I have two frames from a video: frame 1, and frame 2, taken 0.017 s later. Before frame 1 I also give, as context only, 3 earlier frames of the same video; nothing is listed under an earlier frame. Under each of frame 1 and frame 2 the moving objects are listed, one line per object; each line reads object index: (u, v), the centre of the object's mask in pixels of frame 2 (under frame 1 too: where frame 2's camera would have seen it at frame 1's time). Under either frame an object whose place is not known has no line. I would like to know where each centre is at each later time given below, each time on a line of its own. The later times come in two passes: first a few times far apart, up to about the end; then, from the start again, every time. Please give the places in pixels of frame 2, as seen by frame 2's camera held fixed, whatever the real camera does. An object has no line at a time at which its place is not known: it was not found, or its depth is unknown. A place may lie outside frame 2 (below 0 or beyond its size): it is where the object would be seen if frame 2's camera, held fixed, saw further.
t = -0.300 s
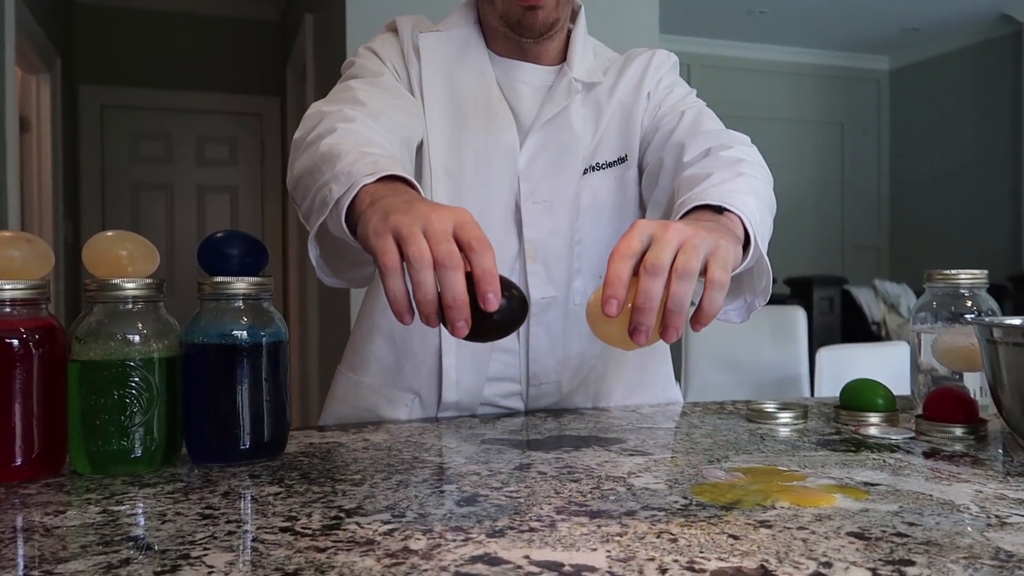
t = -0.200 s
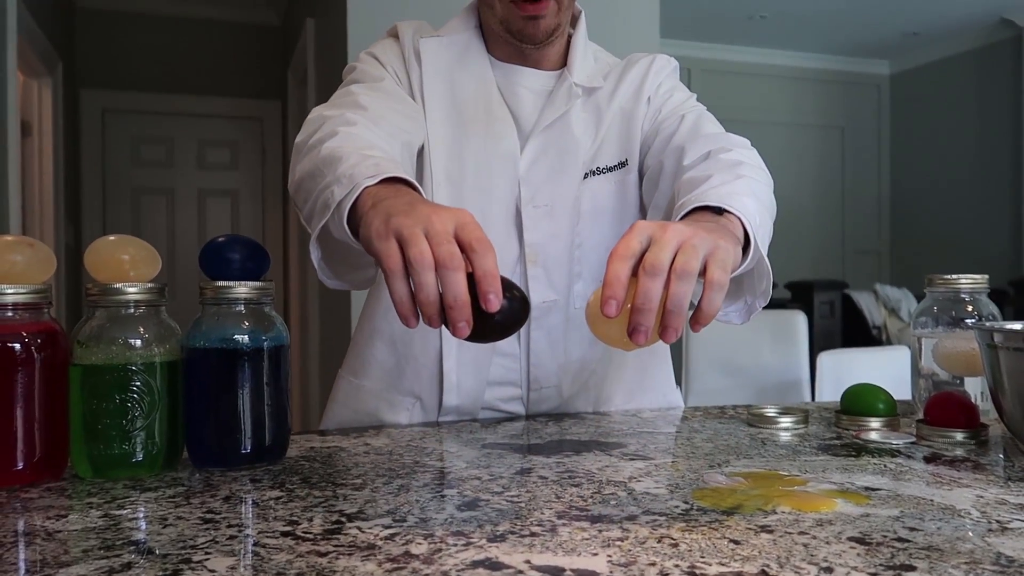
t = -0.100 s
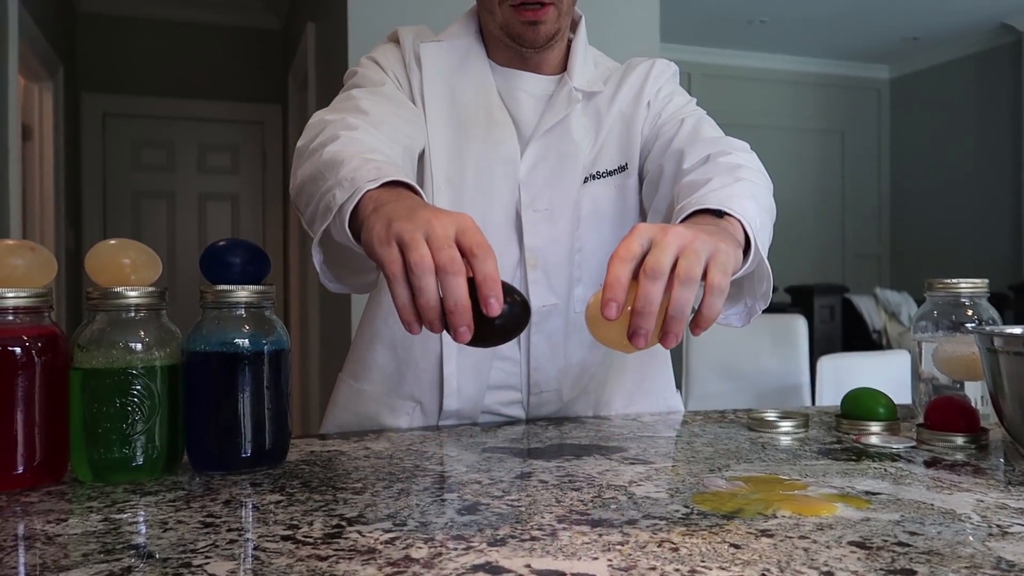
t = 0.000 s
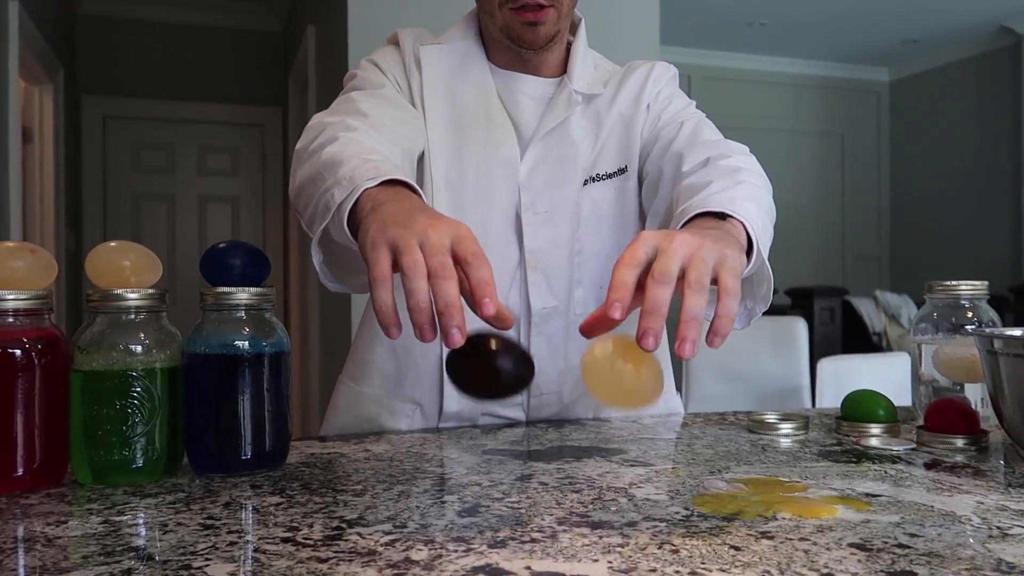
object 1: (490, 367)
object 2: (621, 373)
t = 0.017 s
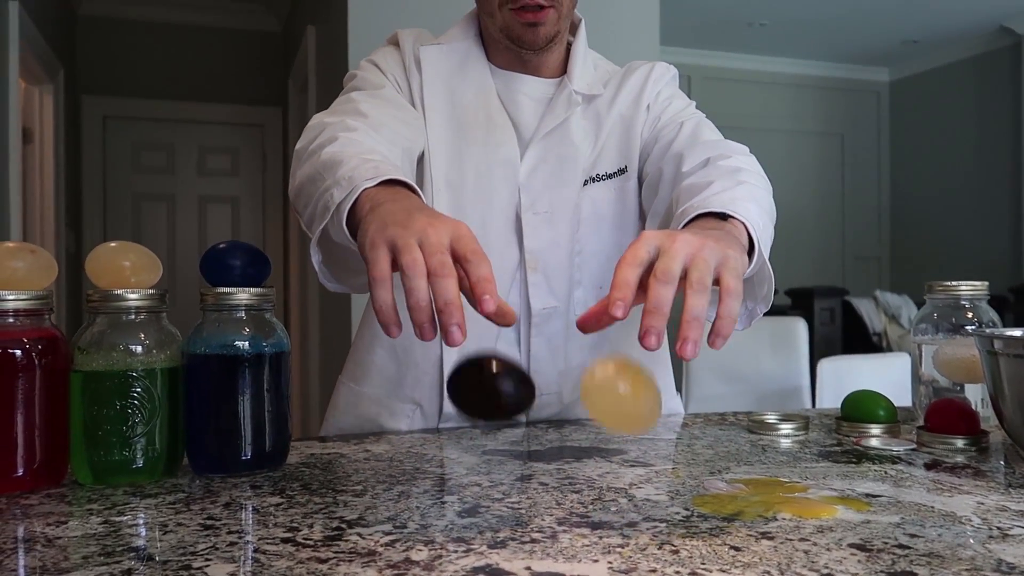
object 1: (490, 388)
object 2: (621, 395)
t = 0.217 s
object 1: (475, 432)
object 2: (633, 499)
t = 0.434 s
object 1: (444, 470)
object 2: (620, 488)
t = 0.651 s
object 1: (413, 479)
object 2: (611, 486)
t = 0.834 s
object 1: (386, 479)
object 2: (607, 486)
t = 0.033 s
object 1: (491, 413)
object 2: (619, 421)
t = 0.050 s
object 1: (492, 443)
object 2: (618, 452)
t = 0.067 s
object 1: (493, 477)
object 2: (616, 486)
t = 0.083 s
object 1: (494, 508)
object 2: (615, 511)
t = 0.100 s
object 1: (491, 494)
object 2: (623, 509)
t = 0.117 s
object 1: (490, 473)
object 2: (625, 508)
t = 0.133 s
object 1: (487, 459)
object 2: (628, 506)
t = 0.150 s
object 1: (484, 446)
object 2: (631, 505)
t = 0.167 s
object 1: (482, 438)
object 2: (633, 504)
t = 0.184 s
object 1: (479, 432)
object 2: (634, 503)
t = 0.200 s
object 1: (477, 431)
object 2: (634, 500)
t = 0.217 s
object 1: (475, 432)
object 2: (633, 499)
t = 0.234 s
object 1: (473, 439)
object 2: (633, 498)
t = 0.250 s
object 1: (470, 448)
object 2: (631, 496)
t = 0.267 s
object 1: (468, 461)
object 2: (631, 495)
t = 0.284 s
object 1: (465, 479)
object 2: (629, 494)
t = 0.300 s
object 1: (463, 498)
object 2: (628, 493)
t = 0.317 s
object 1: (460, 495)
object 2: (628, 492)
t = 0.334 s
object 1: (458, 481)
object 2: (626, 491)
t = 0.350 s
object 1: (456, 470)
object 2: (625, 490)
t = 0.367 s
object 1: (453, 463)
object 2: (624, 489)
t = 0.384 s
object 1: (451, 459)
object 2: (622, 489)
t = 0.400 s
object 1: (449, 459)
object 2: (621, 488)
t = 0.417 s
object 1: (446, 463)
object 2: (621, 488)
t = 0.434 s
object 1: (444, 470)
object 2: (620, 488)
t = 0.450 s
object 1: (442, 481)
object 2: (619, 487)
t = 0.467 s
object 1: (439, 491)
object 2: (618, 487)
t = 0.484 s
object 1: (437, 491)
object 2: (617, 486)
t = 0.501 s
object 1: (434, 482)
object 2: (616, 487)
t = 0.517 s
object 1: (432, 475)
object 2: (615, 487)
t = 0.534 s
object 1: (430, 472)
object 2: (615, 487)
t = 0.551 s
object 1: (427, 473)
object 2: (615, 486)
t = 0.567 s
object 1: (425, 478)
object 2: (614, 487)
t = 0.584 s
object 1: (422, 484)
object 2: (613, 486)
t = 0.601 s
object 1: (420, 487)
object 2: (613, 486)
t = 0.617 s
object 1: (417, 486)
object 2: (612, 486)
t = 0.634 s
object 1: (415, 481)
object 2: (612, 486)
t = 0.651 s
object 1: (413, 479)
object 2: (611, 486)
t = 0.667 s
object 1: (410, 480)
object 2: (611, 486)
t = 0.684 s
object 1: (407, 482)
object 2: (610, 486)
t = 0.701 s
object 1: (405, 484)
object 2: (609, 486)
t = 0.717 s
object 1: (402, 483)
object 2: (609, 486)
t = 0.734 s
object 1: (400, 481)
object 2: (609, 486)
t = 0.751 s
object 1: (398, 480)
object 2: (608, 486)
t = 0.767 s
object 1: (395, 480)
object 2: (608, 486)
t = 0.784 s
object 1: (393, 482)
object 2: (608, 486)
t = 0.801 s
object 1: (390, 482)
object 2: (607, 486)
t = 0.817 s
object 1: (388, 481)
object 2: (607, 486)
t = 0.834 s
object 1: (386, 479)
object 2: (607, 486)
